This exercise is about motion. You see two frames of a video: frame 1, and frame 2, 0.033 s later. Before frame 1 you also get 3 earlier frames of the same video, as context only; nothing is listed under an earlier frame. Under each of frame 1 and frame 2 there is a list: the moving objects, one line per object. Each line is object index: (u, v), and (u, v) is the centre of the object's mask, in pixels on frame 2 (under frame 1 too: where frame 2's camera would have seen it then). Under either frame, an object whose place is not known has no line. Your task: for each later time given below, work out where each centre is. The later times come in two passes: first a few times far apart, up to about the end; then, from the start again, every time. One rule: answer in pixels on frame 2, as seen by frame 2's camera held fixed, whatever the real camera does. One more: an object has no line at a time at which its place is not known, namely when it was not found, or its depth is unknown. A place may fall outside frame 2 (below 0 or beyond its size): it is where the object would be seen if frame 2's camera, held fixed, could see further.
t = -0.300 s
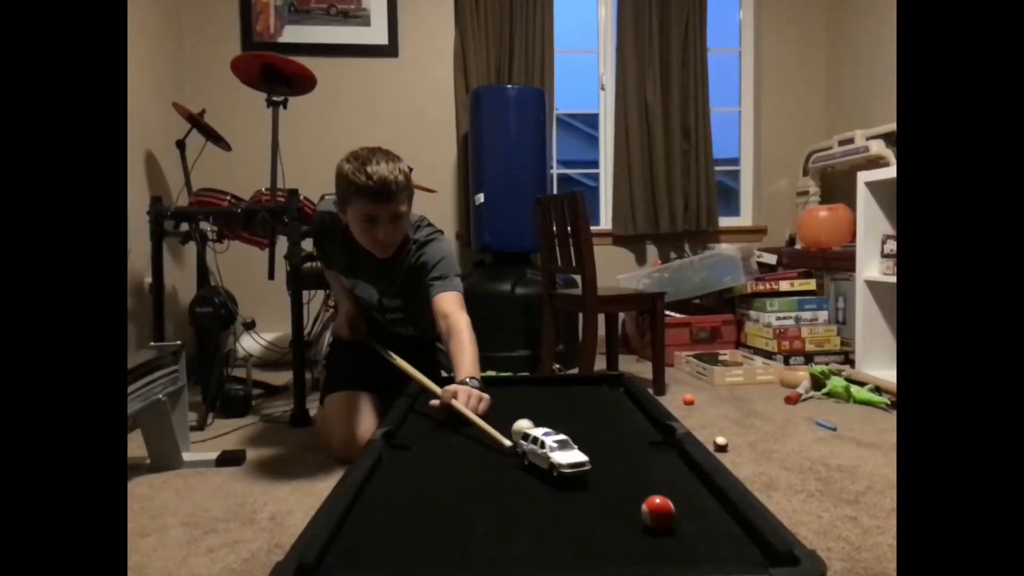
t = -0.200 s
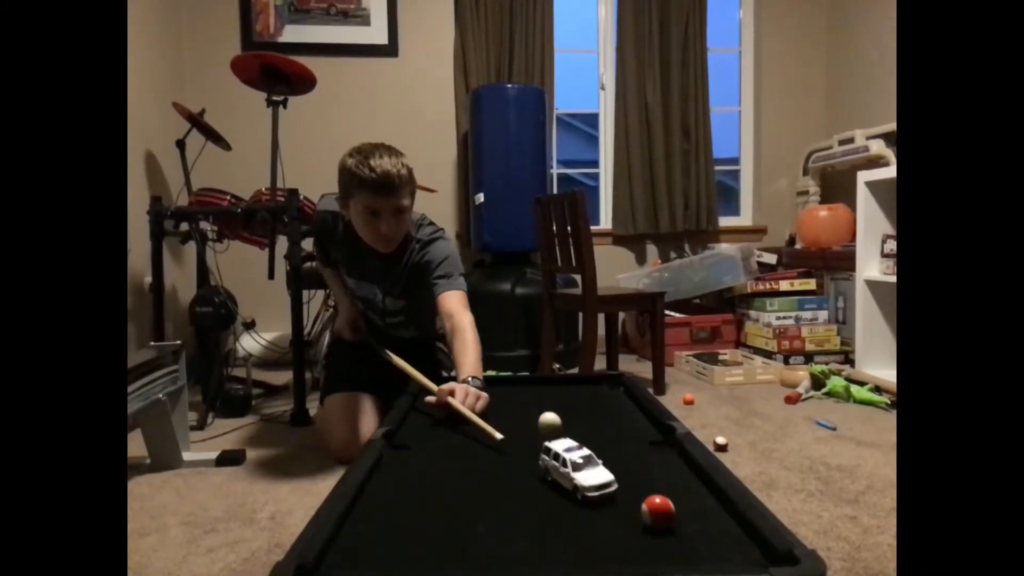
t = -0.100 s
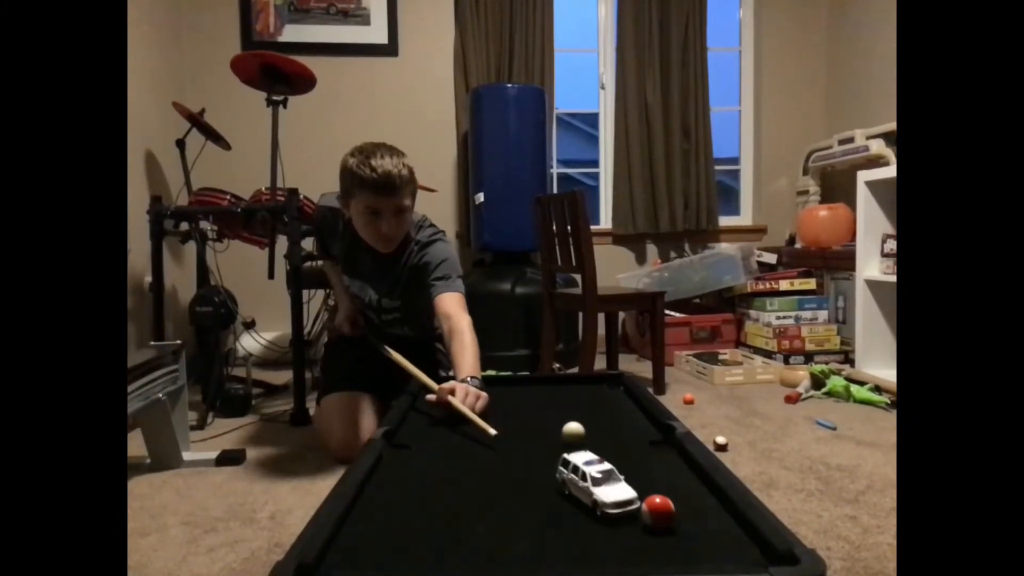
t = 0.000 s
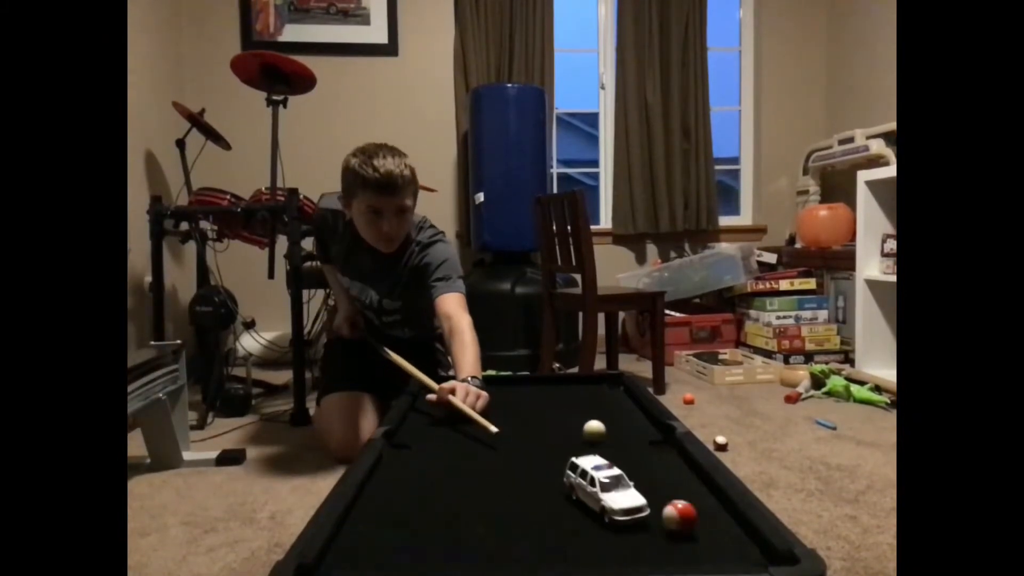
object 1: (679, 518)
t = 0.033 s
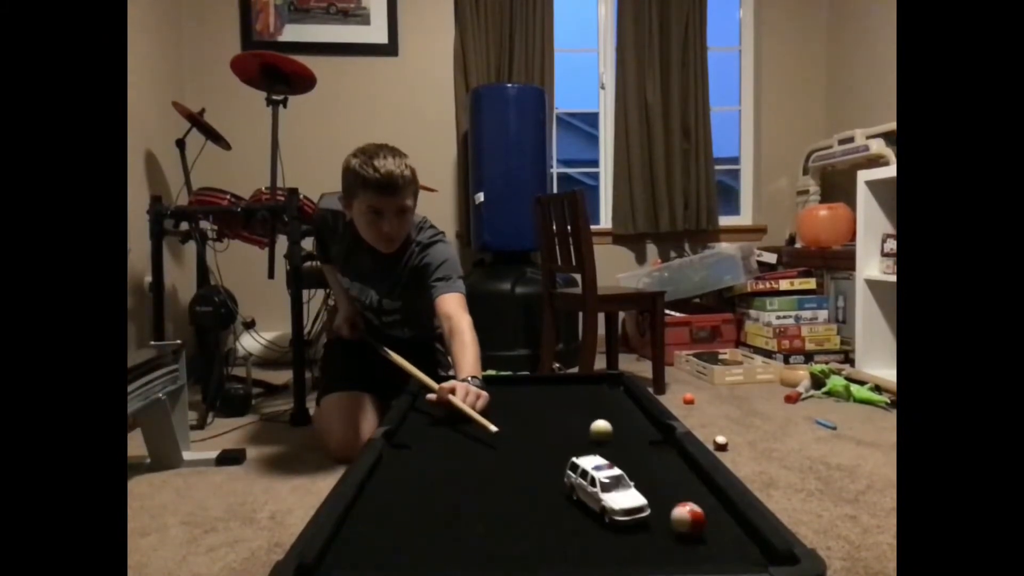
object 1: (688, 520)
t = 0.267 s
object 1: (744, 536)
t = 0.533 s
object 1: (736, 546)
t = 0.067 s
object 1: (697, 523)
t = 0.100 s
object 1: (705, 525)
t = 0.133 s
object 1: (713, 527)
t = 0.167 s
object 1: (721, 530)
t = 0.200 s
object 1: (730, 533)
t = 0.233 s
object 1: (739, 536)
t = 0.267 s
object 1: (744, 536)
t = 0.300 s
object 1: (743, 539)
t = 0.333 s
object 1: (742, 540)
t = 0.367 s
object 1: (740, 541)
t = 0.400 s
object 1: (740, 543)
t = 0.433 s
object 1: (739, 545)
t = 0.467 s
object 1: (738, 545)
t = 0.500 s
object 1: (736, 546)
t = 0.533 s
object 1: (736, 546)
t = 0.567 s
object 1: (735, 546)
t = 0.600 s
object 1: (736, 547)
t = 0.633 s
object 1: (739, 551)
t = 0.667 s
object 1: (745, 556)
